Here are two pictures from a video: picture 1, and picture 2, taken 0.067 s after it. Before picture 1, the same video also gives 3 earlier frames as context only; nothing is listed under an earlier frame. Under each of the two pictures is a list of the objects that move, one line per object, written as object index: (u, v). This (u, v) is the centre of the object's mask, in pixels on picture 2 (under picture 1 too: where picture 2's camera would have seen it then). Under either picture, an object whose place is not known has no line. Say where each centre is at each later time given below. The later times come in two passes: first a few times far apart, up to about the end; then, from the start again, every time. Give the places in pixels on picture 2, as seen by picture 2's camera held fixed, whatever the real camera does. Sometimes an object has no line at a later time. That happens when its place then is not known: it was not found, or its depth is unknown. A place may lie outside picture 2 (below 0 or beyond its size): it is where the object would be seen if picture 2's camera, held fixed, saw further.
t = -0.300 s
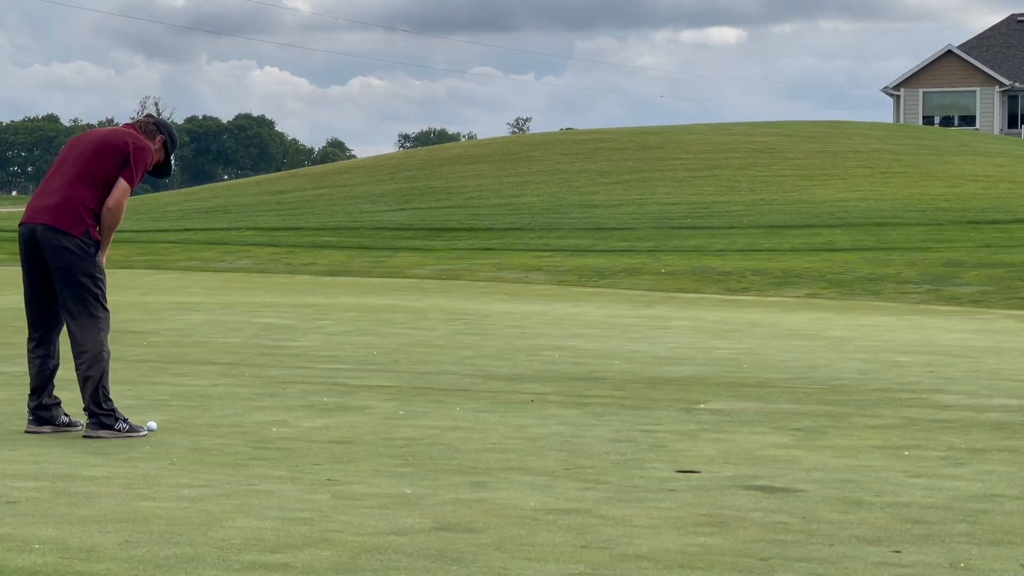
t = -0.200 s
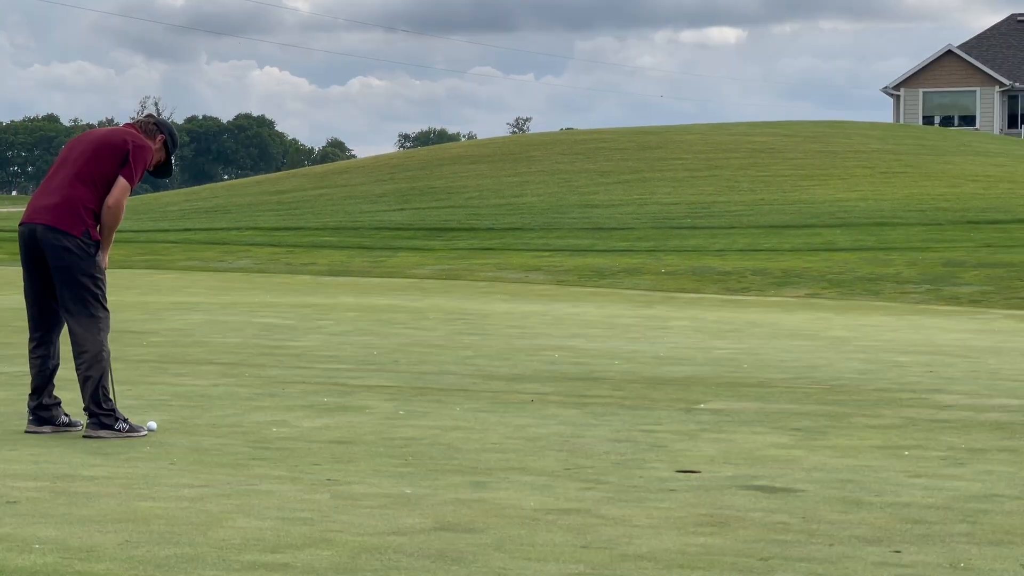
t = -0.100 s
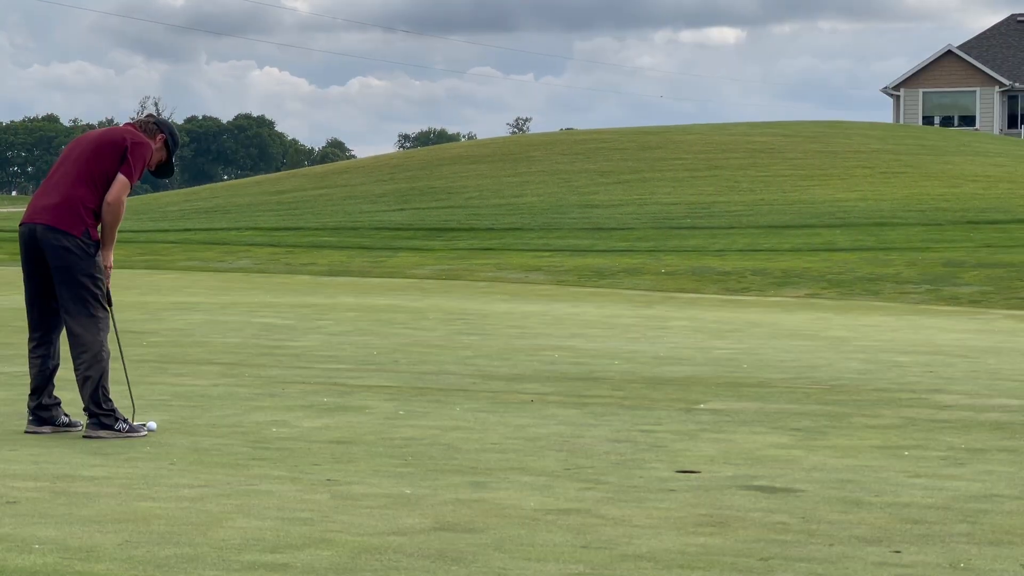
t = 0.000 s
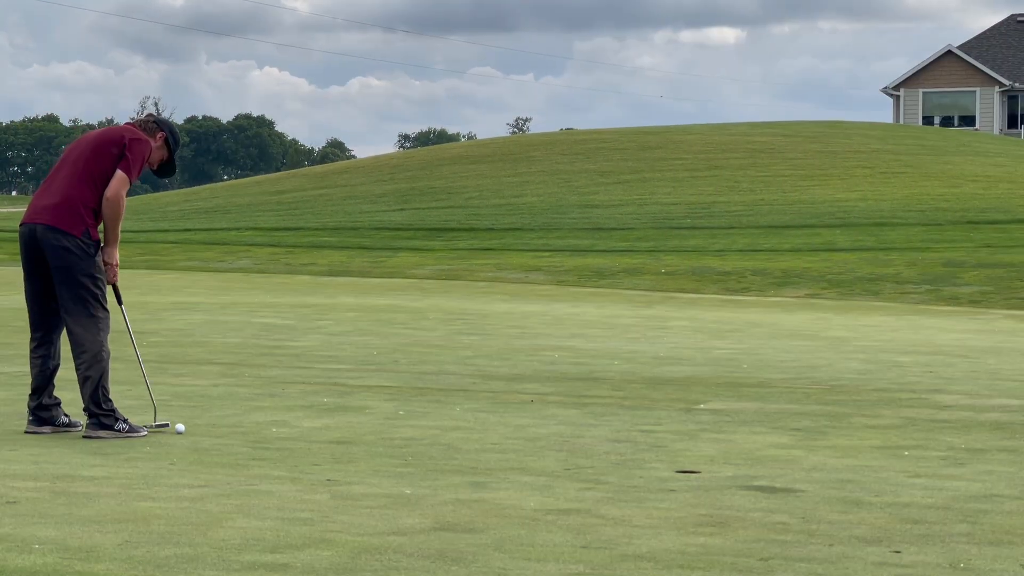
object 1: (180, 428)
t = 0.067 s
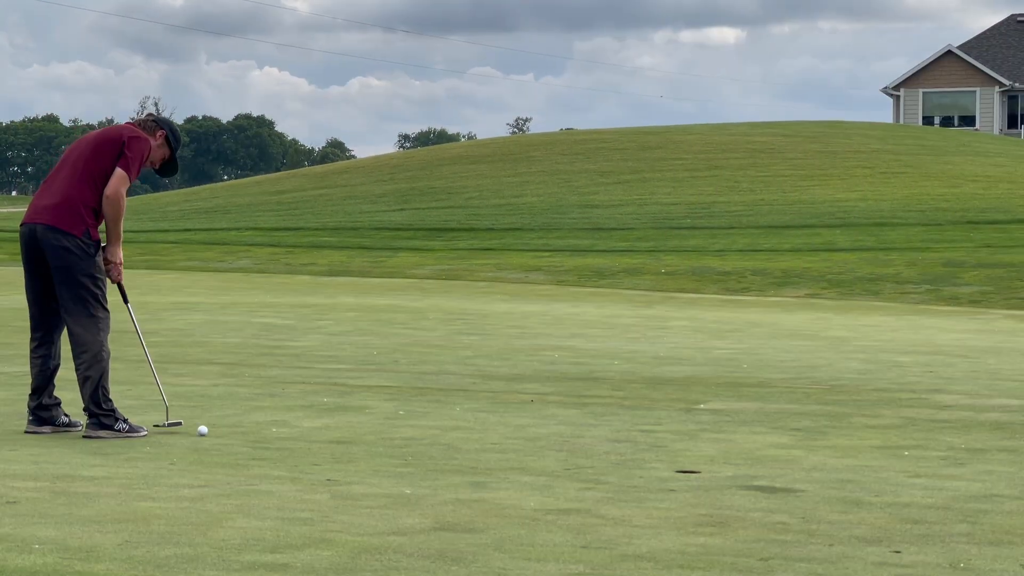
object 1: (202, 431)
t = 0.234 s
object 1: (253, 435)
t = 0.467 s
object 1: (322, 440)
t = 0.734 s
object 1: (400, 447)
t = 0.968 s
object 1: (469, 452)
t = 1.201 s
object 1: (536, 456)
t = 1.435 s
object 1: (600, 460)
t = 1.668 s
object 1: (662, 463)
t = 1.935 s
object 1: (728, 466)
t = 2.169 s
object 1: (779, 469)
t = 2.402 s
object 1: (827, 472)
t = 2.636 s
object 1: (869, 473)
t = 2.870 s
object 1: (905, 475)
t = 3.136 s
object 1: (938, 476)
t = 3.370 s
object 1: (961, 477)
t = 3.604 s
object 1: (979, 477)
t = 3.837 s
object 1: (990, 477)
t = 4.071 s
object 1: (996, 477)
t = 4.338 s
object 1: (1000, 477)
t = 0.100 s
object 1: (213, 431)
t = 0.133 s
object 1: (223, 432)
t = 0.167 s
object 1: (233, 433)
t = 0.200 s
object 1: (243, 434)
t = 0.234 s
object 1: (253, 435)
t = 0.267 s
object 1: (263, 435)
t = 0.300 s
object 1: (272, 436)
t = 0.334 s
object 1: (282, 437)
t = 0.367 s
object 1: (292, 438)
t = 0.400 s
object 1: (302, 439)
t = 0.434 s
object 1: (312, 439)
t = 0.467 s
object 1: (322, 440)
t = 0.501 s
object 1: (332, 441)
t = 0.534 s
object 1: (342, 442)
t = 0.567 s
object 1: (352, 443)
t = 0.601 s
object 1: (361, 443)
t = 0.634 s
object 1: (371, 445)
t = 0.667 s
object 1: (381, 445)
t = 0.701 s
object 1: (391, 446)
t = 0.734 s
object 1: (400, 447)
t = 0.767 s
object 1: (410, 447)
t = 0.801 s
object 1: (420, 448)
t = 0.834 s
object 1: (430, 449)
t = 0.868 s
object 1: (440, 449)
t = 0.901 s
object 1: (449, 450)
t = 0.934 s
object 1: (459, 451)
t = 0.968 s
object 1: (469, 452)
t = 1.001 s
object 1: (478, 452)
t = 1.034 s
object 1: (488, 453)
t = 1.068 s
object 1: (498, 453)
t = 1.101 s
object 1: (507, 454)
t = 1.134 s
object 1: (517, 455)
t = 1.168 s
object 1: (526, 455)
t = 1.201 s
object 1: (536, 456)
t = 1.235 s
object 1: (545, 456)
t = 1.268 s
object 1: (554, 457)
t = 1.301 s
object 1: (564, 457)
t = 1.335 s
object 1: (573, 458)
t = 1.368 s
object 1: (582, 459)
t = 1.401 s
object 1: (591, 459)
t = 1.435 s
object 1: (600, 460)
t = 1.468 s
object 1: (609, 460)
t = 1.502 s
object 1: (618, 461)
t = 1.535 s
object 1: (627, 461)
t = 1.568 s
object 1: (636, 462)
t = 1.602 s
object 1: (645, 462)
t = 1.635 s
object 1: (653, 463)
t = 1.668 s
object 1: (662, 463)
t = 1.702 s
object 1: (671, 463)
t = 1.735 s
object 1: (679, 464)
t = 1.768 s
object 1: (687, 464)
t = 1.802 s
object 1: (696, 465)
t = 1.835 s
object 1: (704, 465)
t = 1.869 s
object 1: (712, 465)
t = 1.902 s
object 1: (720, 466)
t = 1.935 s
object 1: (728, 466)
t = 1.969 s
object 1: (735, 467)
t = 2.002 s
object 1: (743, 467)
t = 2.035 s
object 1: (750, 468)
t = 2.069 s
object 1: (758, 468)
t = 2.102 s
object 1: (765, 469)
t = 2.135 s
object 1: (773, 469)
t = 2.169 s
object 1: (779, 469)
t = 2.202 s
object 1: (787, 470)
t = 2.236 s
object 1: (794, 470)
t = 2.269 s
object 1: (800, 470)
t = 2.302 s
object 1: (807, 470)
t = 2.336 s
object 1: (814, 471)
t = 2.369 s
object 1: (821, 471)
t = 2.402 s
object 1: (827, 472)
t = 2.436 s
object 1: (833, 472)
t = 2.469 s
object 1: (839, 472)
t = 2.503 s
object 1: (845, 473)
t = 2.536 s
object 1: (851, 473)
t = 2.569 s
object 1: (857, 473)
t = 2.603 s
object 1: (863, 473)
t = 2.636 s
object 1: (869, 473)
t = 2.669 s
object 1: (874, 474)
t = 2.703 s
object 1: (880, 474)
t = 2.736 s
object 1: (885, 474)
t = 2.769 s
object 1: (890, 474)
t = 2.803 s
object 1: (895, 474)
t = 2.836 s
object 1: (899, 475)
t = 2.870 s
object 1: (905, 475)
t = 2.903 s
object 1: (909, 475)
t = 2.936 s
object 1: (913, 475)
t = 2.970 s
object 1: (918, 475)
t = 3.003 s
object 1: (922, 476)
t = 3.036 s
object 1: (926, 476)
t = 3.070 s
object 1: (931, 476)
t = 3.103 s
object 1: (934, 476)
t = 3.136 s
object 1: (938, 476)
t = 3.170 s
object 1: (942, 476)
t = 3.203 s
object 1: (946, 476)
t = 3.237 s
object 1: (949, 477)
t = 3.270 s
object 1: (952, 477)
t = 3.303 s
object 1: (955, 477)
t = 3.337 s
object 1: (959, 477)
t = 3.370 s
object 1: (961, 477)
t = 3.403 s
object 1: (964, 477)
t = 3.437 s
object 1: (967, 477)
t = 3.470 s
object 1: (969, 477)
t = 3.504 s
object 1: (972, 477)
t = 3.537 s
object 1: (974, 477)
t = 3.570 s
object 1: (976, 477)
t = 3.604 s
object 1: (979, 477)
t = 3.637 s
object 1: (981, 477)
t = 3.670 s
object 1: (983, 477)
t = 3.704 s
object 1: (984, 477)
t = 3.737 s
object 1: (986, 477)
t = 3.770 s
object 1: (987, 477)
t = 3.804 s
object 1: (989, 477)
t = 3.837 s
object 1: (990, 477)
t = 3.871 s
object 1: (991, 477)
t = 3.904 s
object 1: (992, 477)
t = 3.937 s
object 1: (993, 477)
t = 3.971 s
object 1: (994, 477)
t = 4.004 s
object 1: (995, 477)
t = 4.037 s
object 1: (995, 477)
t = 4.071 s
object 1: (996, 477)
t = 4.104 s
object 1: (997, 477)
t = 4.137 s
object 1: (997, 477)
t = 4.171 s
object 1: (998, 477)
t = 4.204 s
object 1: (998, 477)
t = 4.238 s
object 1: (999, 477)
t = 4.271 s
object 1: (999, 477)
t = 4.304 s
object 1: (1000, 477)
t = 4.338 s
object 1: (1000, 477)
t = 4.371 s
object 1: (1001, 477)
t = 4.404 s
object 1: (1001, 477)
